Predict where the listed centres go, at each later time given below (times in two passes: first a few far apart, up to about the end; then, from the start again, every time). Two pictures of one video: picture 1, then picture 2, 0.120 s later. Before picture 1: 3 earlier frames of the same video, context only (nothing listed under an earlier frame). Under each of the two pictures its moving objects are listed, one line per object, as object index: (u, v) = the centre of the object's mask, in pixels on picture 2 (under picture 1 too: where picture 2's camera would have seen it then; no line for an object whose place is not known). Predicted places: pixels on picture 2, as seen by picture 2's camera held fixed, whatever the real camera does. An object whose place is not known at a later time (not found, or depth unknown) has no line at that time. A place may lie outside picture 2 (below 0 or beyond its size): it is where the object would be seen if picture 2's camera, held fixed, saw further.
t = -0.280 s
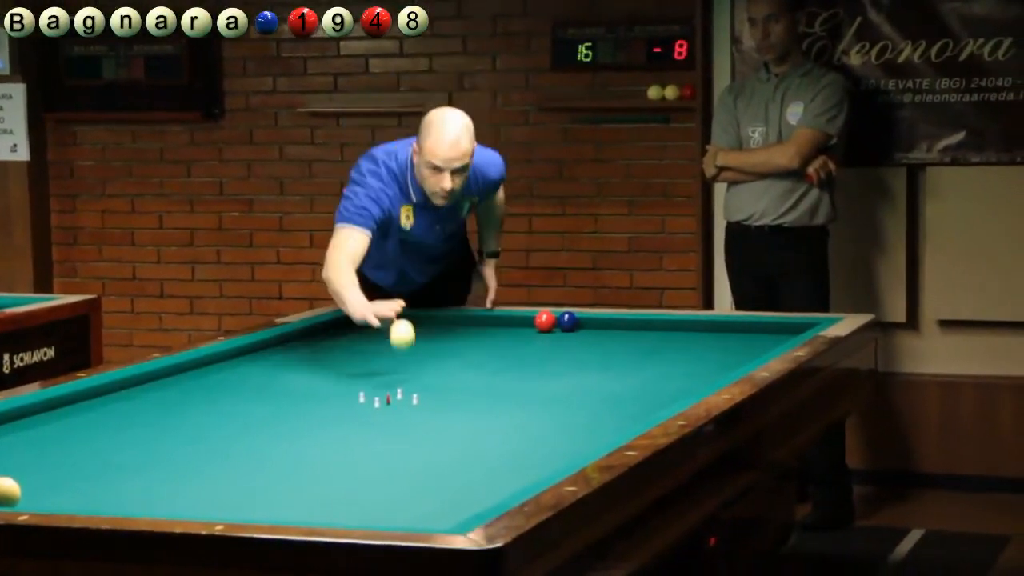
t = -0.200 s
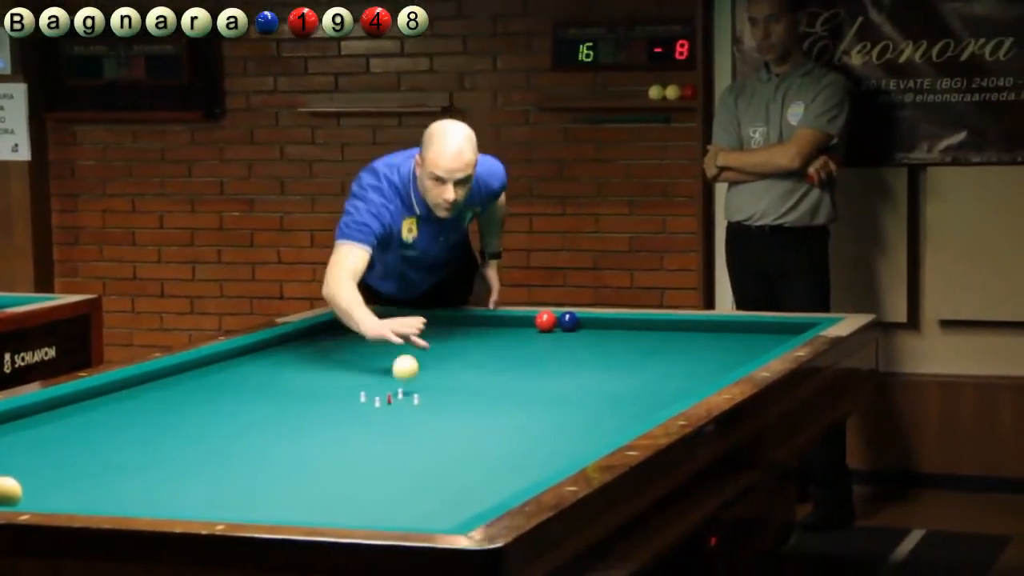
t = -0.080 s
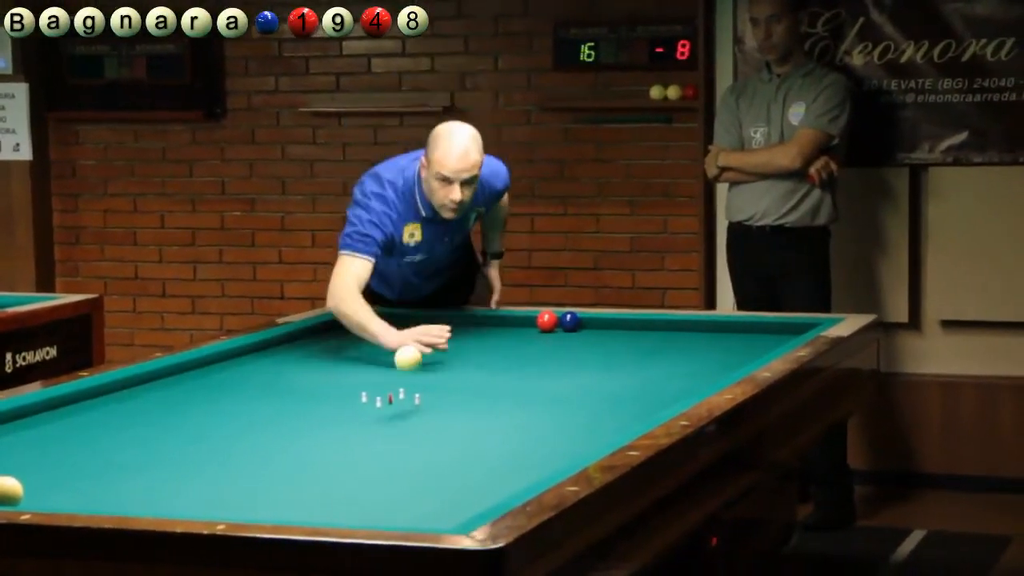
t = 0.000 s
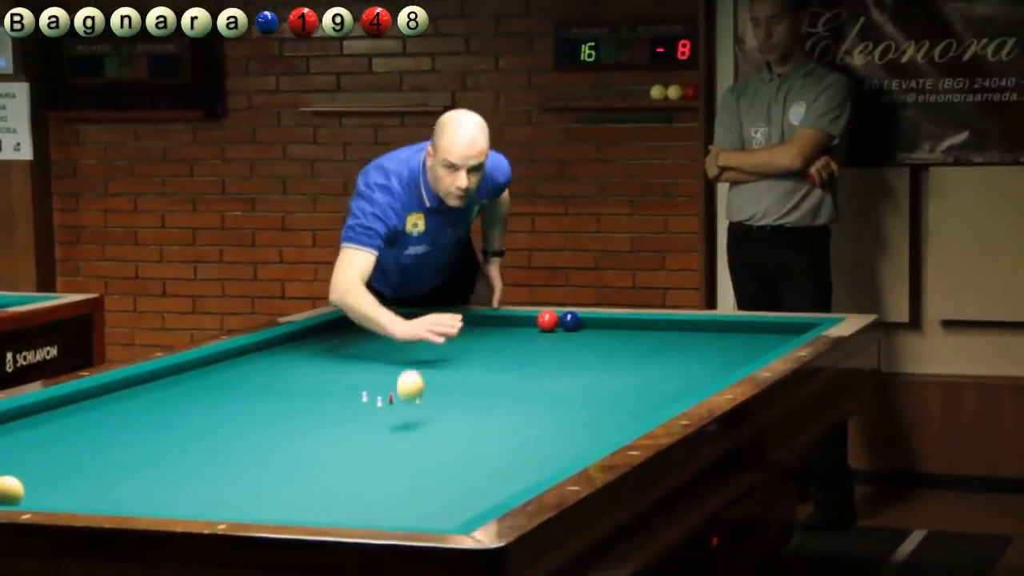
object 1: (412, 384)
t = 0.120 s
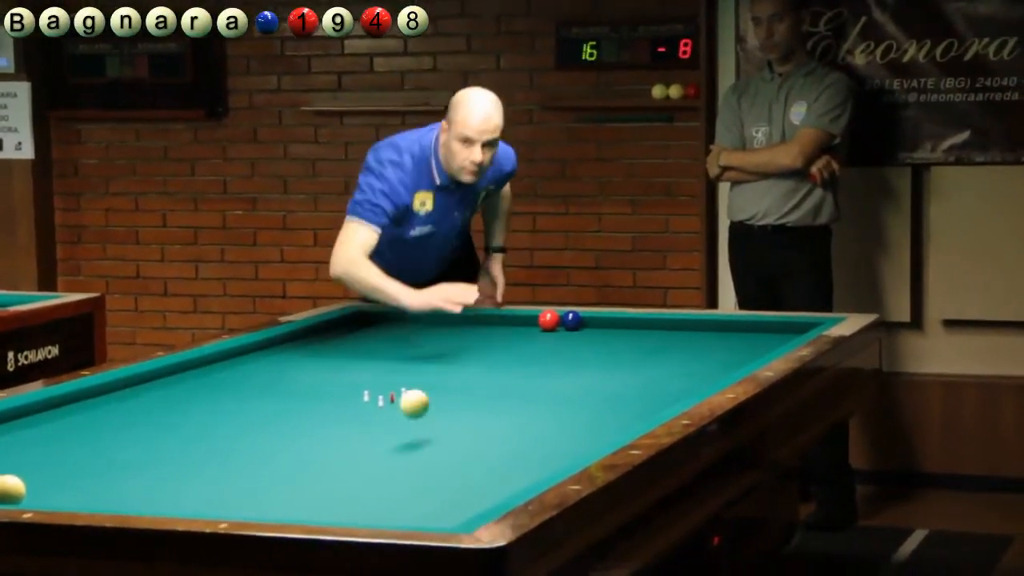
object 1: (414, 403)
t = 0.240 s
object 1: (417, 443)
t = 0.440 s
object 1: (422, 474)
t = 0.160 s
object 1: (414, 409)
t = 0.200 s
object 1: (416, 423)
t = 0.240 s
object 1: (417, 443)
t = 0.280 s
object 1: (419, 440)
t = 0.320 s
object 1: (419, 445)
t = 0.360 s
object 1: (420, 459)
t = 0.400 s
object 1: (422, 468)
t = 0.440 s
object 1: (422, 474)
